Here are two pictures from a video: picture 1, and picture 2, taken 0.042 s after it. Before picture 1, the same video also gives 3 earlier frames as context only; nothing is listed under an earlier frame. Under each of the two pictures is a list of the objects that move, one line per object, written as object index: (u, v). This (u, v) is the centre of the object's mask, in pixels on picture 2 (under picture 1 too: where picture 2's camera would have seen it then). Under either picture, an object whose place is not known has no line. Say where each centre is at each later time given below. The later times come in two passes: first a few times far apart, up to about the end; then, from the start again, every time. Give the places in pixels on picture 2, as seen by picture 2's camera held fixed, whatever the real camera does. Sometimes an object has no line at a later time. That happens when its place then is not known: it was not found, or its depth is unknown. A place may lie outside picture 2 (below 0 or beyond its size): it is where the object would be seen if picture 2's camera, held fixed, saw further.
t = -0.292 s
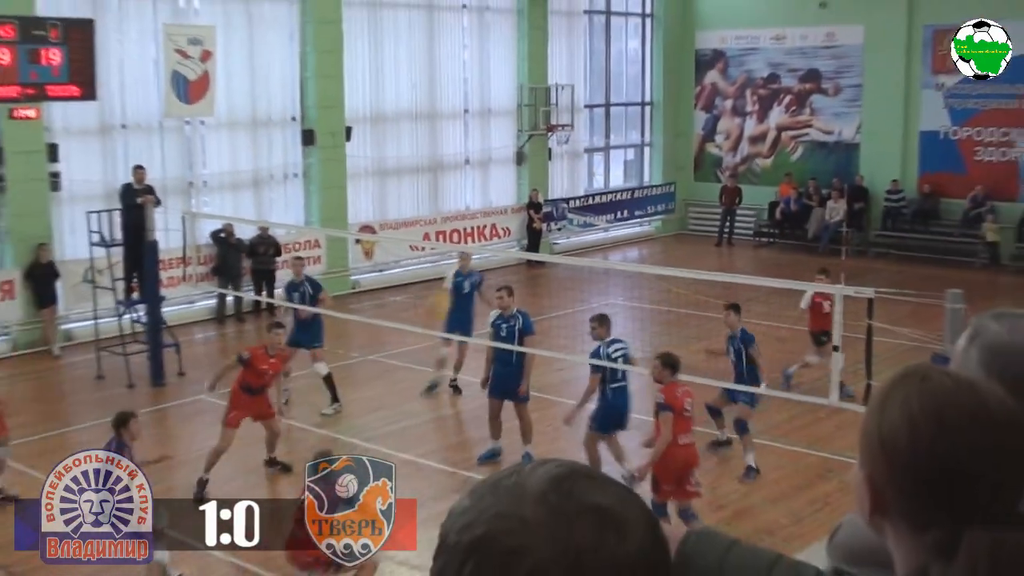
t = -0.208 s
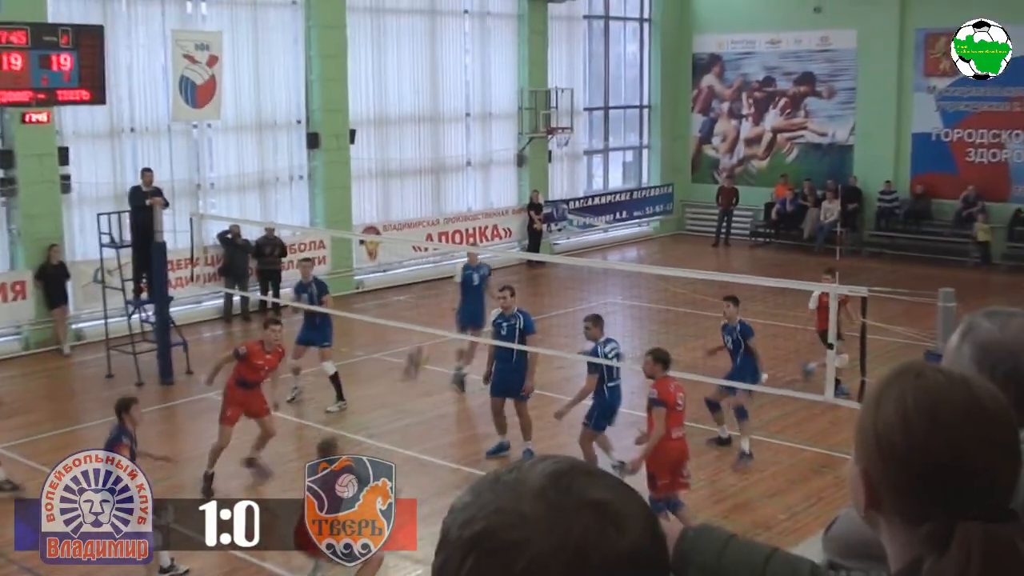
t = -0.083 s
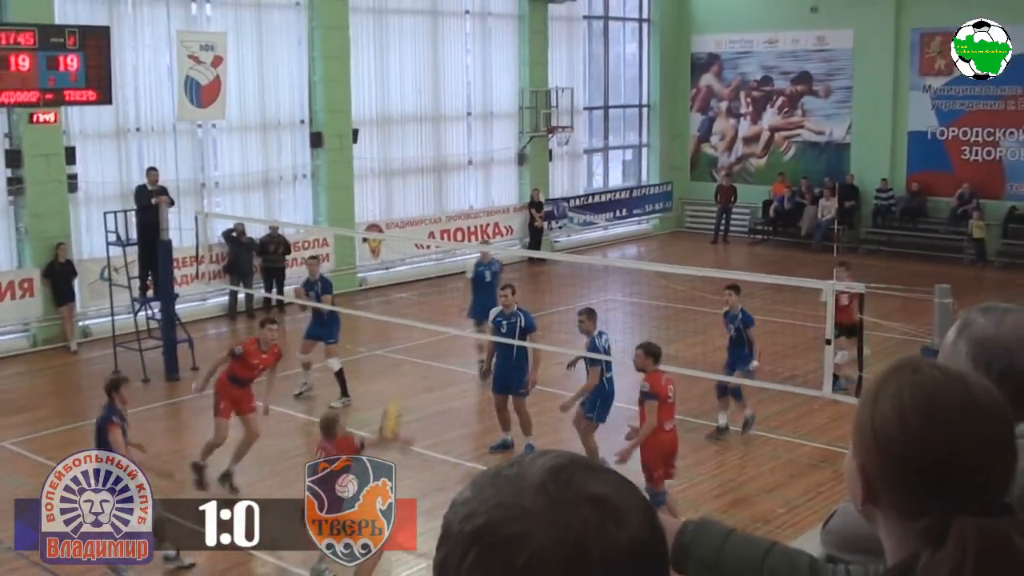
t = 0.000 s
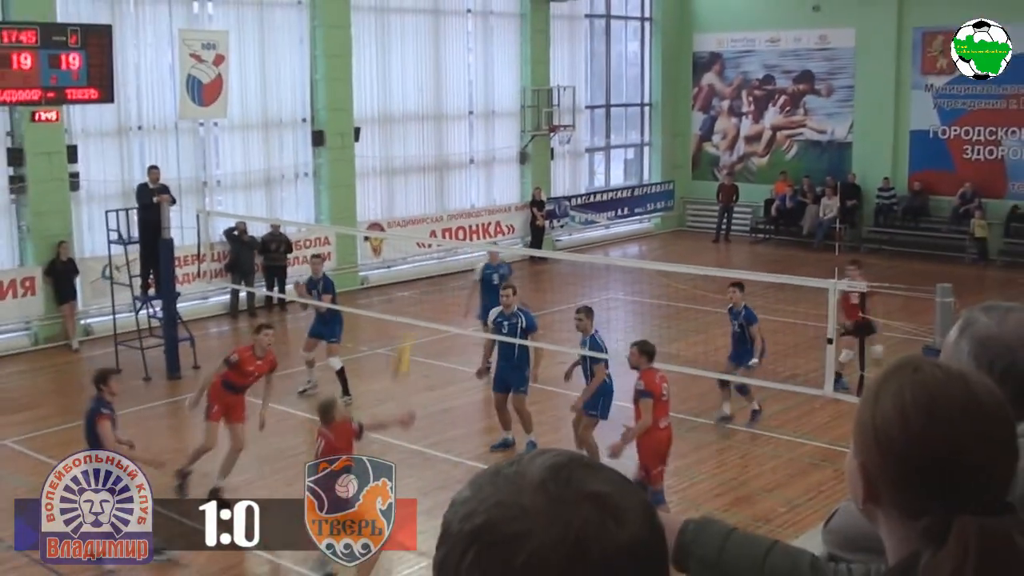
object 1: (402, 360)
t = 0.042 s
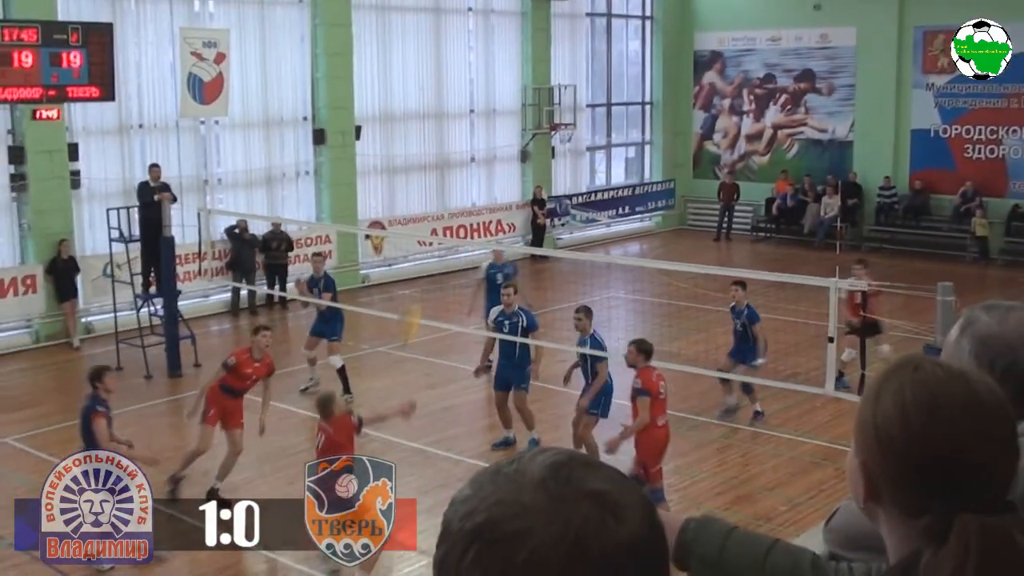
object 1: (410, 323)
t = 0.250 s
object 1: (439, 196)
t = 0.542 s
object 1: (490, 112)
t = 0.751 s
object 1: (522, 111)
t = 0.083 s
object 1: (417, 294)
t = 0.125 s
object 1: (420, 268)
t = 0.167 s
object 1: (425, 242)
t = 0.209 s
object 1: (433, 219)
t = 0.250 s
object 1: (439, 196)
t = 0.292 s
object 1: (445, 180)
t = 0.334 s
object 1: (452, 163)
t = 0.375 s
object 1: (459, 149)
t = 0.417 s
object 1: (467, 138)
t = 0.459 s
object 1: (475, 126)
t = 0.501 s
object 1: (483, 118)
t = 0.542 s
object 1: (490, 112)
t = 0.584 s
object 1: (496, 107)
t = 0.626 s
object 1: (503, 105)
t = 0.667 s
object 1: (509, 105)
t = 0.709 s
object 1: (516, 108)
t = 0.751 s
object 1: (522, 111)
